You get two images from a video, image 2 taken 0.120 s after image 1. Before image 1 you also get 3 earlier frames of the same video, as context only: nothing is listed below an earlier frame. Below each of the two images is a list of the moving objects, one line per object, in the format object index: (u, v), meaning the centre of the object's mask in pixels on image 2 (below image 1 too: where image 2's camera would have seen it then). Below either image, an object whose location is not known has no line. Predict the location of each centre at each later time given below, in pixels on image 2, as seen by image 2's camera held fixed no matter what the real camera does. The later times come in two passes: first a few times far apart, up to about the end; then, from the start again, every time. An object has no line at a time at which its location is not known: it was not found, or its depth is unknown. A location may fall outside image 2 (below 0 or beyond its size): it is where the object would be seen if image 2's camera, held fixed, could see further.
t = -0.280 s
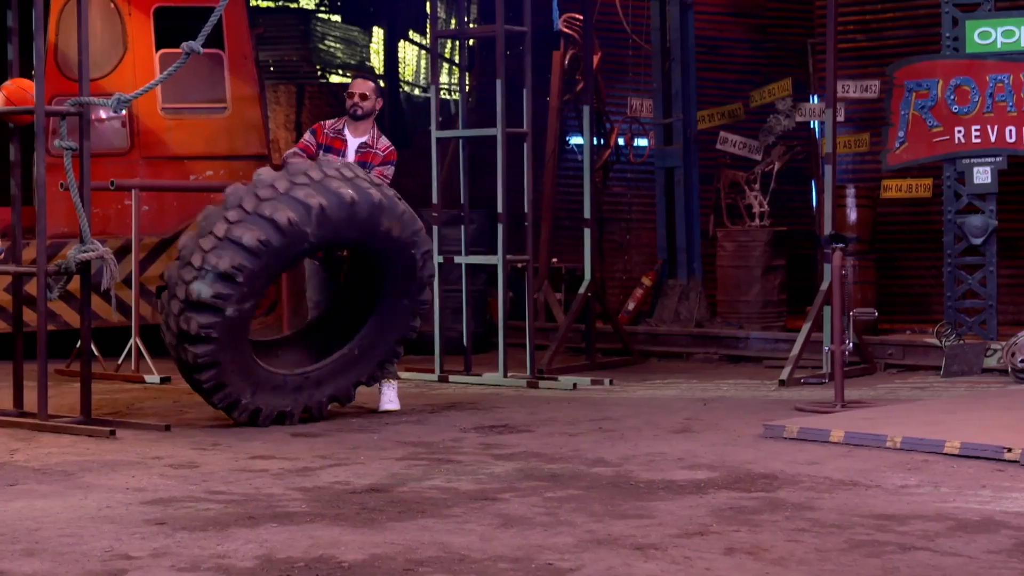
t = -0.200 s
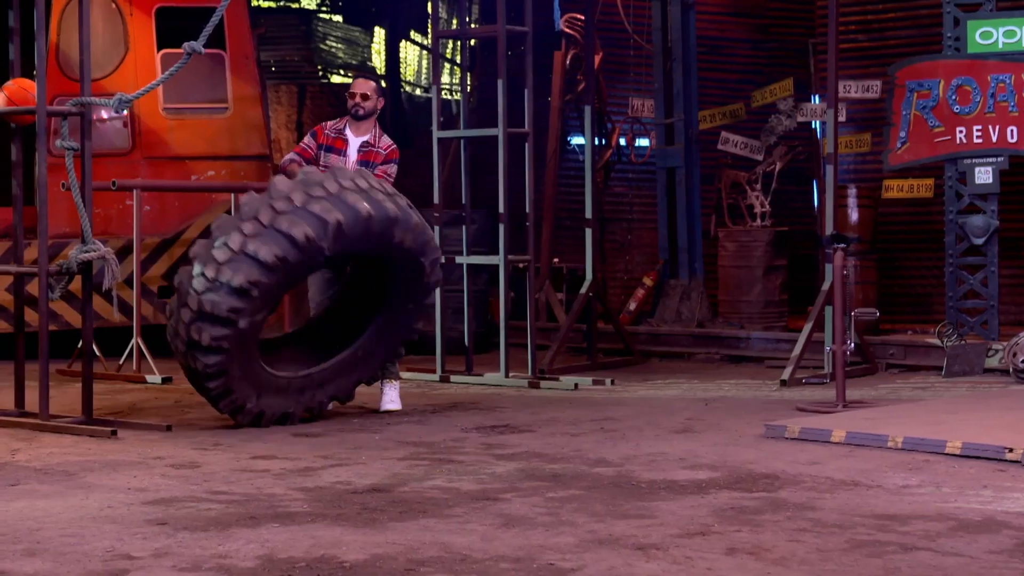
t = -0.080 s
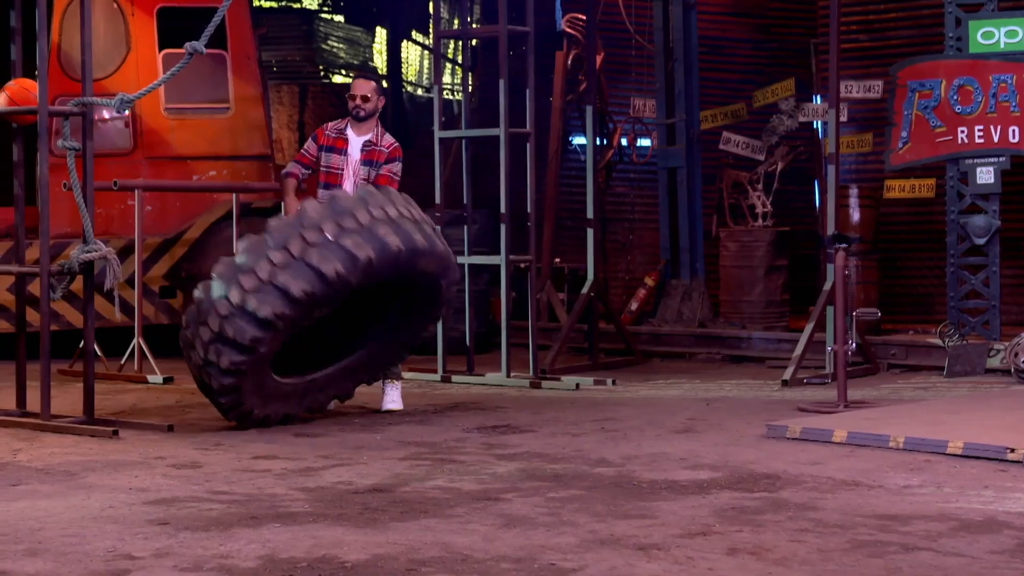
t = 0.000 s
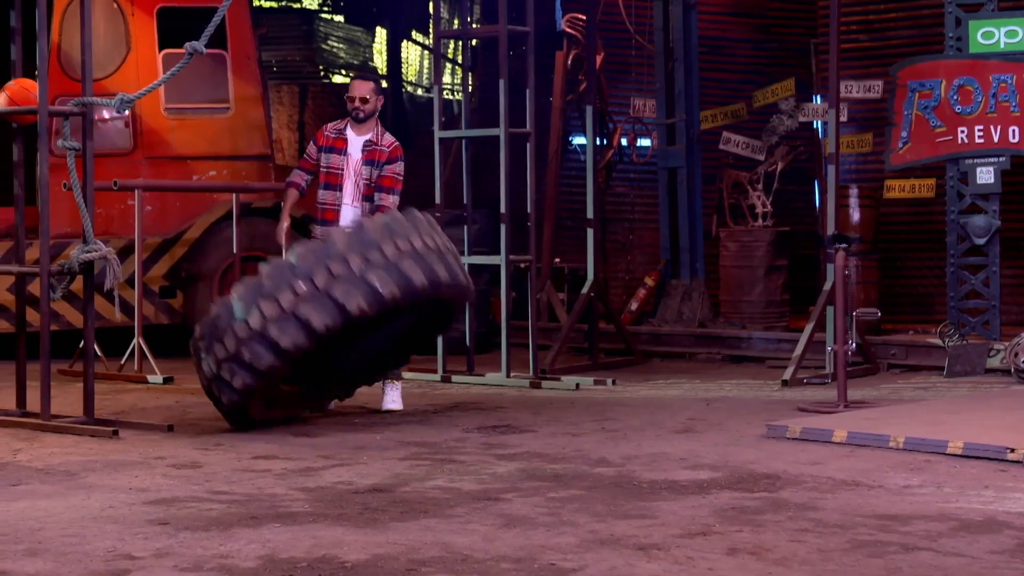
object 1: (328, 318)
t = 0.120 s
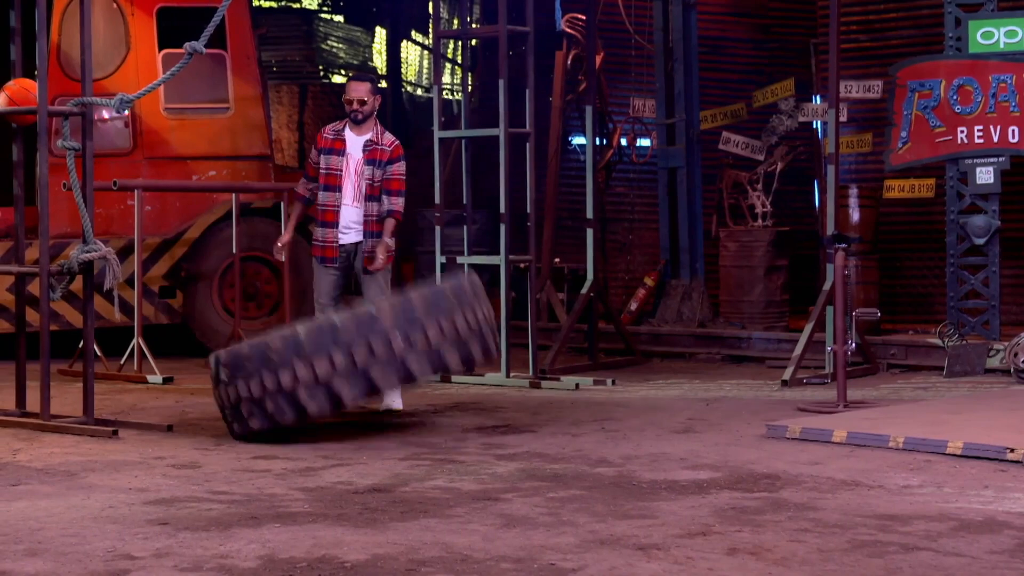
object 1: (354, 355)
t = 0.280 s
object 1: (388, 369)
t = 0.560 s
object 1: (416, 339)
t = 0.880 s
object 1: (449, 382)
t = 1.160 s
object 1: (461, 387)
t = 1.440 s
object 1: (461, 390)
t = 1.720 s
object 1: (461, 390)
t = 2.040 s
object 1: (461, 390)
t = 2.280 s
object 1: (461, 390)
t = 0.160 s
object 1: (364, 373)
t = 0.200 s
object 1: (372, 382)
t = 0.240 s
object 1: (379, 381)
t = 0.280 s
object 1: (388, 369)
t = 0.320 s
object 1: (392, 358)
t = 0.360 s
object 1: (397, 349)
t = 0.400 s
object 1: (401, 345)
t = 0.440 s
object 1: (404, 341)
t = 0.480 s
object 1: (408, 339)
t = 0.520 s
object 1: (411, 338)
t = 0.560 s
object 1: (416, 339)
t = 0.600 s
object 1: (419, 342)
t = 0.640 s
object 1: (423, 347)
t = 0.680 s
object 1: (429, 354)
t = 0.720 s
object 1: (433, 363)
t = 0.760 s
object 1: (441, 379)
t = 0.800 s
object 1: (446, 386)
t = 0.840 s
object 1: (446, 387)
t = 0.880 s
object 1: (449, 382)
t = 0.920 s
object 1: (451, 373)
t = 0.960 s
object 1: (452, 369)
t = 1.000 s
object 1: (454, 369)
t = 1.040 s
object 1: (454, 373)
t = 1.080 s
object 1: (457, 378)
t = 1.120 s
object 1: (459, 383)
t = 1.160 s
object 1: (461, 387)
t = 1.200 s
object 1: (460, 389)
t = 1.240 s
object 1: (461, 388)
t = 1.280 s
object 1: (461, 387)
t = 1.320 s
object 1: (462, 386)
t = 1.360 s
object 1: (462, 388)
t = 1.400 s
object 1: (460, 390)
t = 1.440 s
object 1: (461, 390)
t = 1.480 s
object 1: (461, 390)
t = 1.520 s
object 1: (460, 390)
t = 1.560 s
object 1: (461, 390)
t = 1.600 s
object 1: (461, 390)
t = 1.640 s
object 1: (461, 390)
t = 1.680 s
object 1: (461, 390)
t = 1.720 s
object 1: (461, 390)
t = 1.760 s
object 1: (461, 390)
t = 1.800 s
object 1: (461, 390)
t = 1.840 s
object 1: (461, 390)
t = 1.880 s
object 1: (461, 390)
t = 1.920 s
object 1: (461, 390)
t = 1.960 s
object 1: (461, 390)
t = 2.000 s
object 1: (461, 390)
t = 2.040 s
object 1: (461, 390)
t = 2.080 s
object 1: (461, 390)
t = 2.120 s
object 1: (461, 390)
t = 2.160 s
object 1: (461, 390)
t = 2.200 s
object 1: (461, 390)
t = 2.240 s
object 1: (461, 390)
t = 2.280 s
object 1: (461, 390)
